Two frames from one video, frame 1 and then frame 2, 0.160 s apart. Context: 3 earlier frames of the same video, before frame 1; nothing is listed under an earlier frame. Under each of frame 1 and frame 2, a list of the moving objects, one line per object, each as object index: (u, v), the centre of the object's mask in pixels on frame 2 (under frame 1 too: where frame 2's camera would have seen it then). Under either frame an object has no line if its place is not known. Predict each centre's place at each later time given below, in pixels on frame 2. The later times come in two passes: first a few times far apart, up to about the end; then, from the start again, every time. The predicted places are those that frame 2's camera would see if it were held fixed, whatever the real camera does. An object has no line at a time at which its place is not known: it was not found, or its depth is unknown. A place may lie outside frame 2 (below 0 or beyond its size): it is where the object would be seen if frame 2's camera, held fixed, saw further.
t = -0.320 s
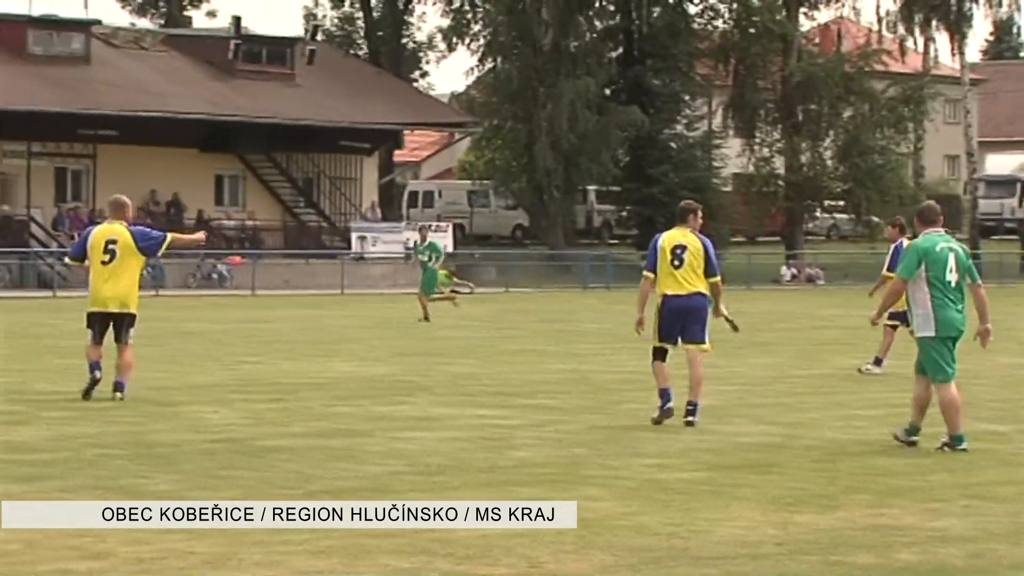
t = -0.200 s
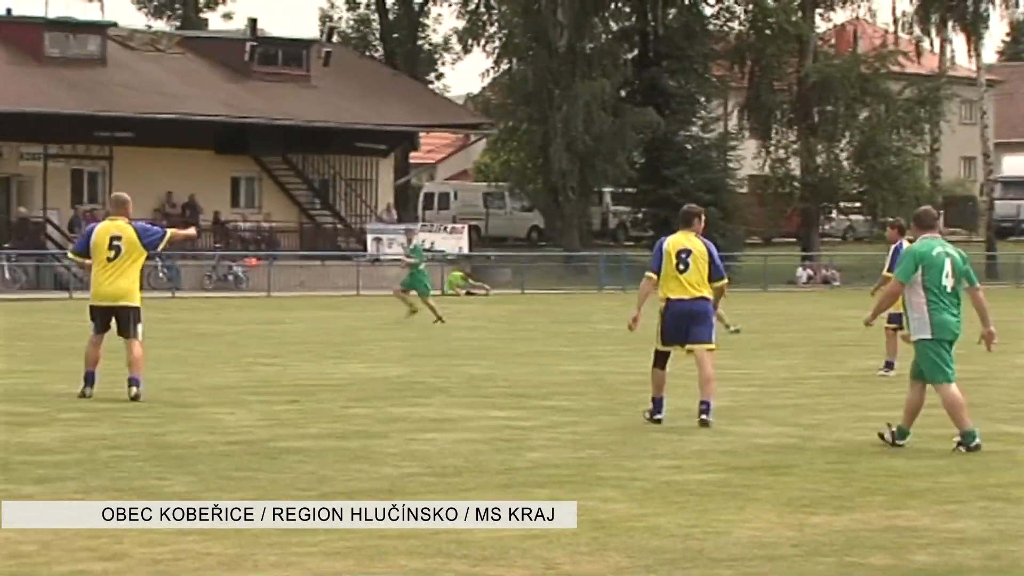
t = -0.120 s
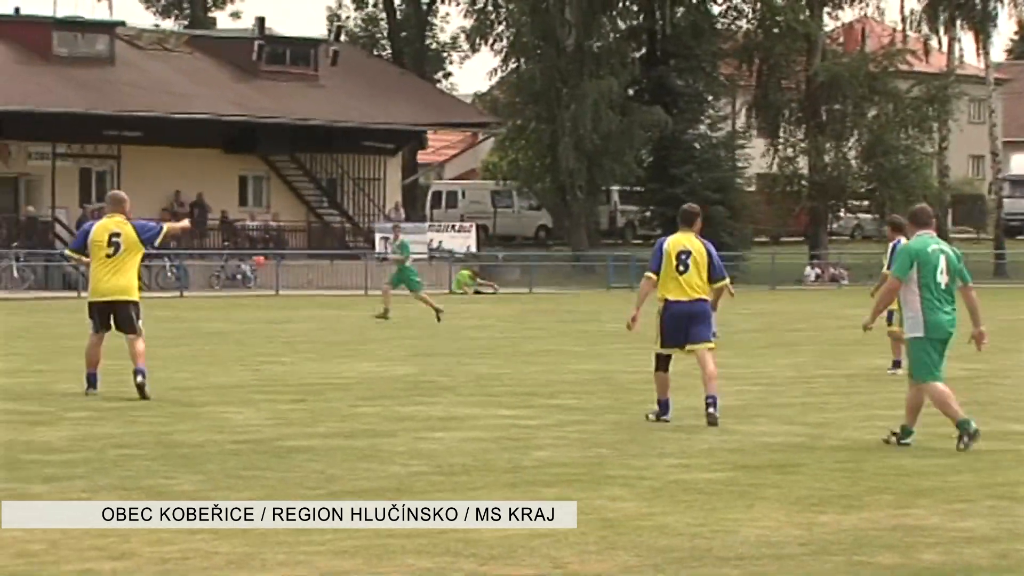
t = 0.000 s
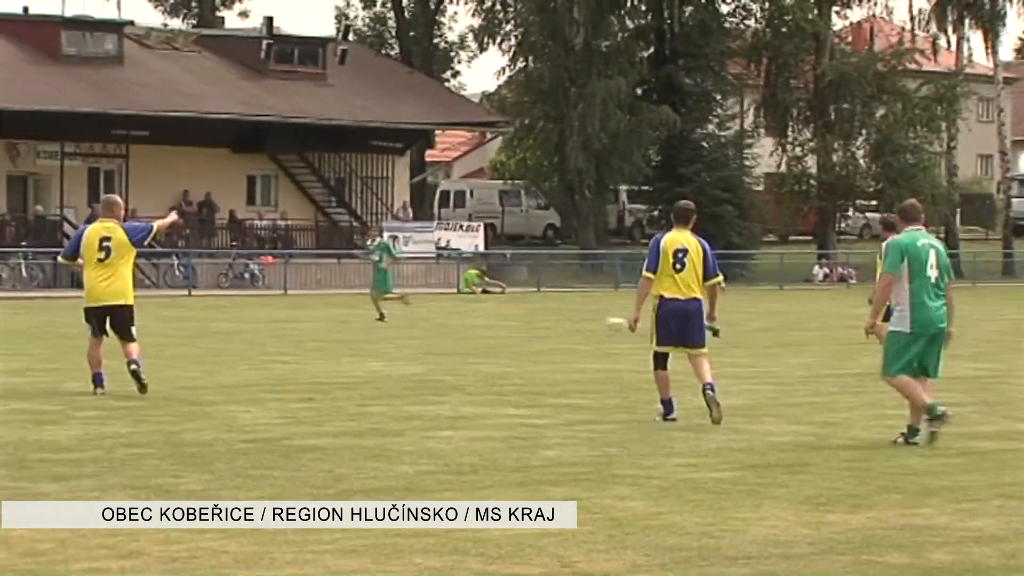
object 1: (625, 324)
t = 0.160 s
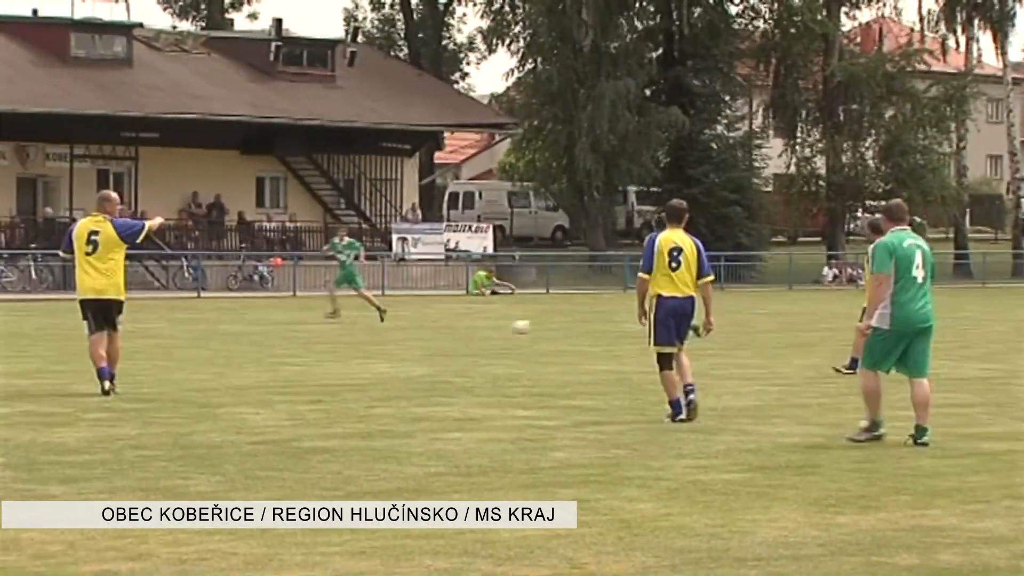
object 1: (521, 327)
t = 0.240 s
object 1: (474, 326)
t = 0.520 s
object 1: (341, 325)
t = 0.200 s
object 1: (495, 328)
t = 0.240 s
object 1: (474, 326)
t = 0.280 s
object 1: (455, 325)
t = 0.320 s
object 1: (434, 324)
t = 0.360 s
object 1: (414, 325)
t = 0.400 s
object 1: (396, 326)
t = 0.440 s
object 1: (376, 327)
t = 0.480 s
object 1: (359, 326)
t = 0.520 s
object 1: (341, 325)
